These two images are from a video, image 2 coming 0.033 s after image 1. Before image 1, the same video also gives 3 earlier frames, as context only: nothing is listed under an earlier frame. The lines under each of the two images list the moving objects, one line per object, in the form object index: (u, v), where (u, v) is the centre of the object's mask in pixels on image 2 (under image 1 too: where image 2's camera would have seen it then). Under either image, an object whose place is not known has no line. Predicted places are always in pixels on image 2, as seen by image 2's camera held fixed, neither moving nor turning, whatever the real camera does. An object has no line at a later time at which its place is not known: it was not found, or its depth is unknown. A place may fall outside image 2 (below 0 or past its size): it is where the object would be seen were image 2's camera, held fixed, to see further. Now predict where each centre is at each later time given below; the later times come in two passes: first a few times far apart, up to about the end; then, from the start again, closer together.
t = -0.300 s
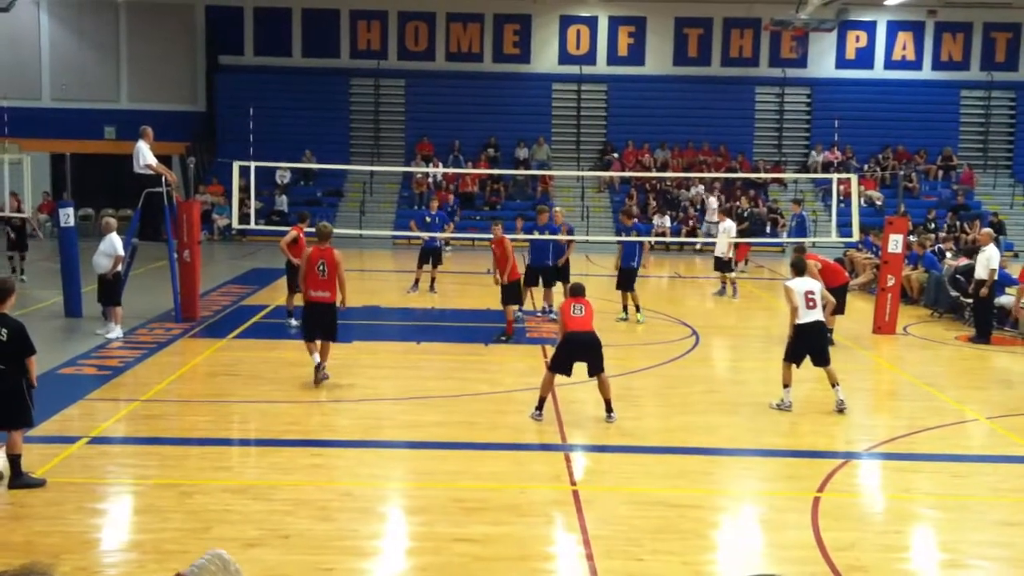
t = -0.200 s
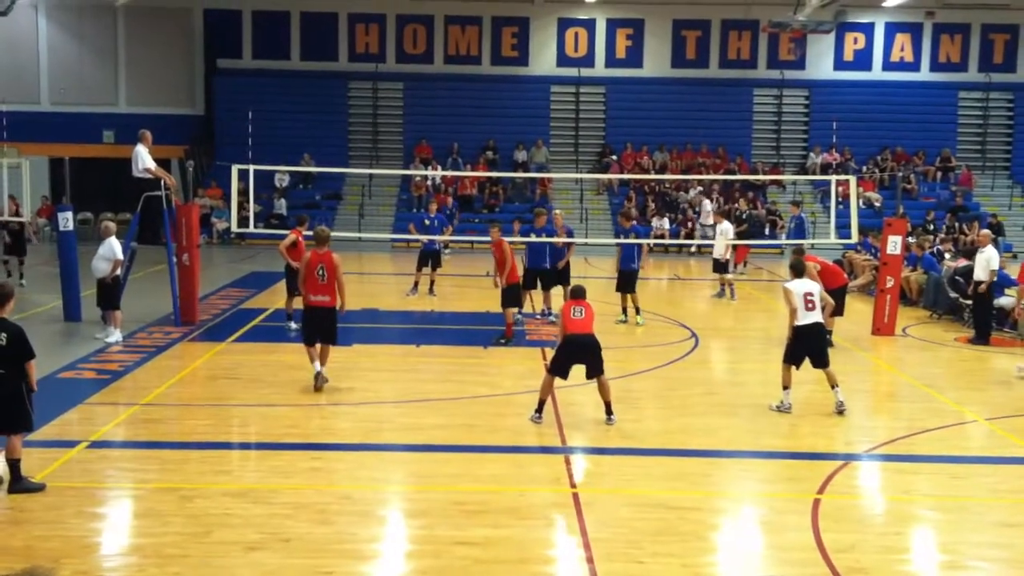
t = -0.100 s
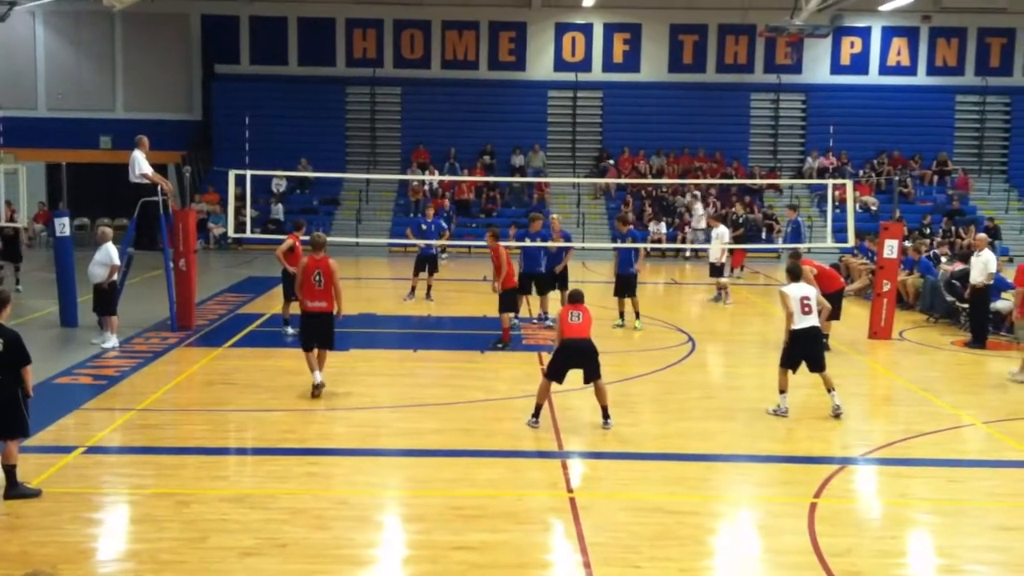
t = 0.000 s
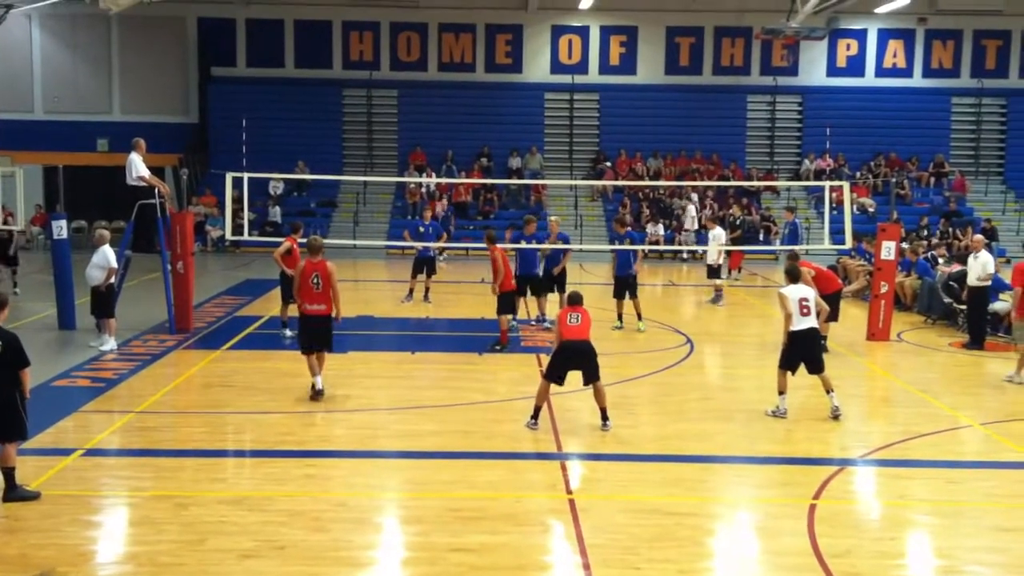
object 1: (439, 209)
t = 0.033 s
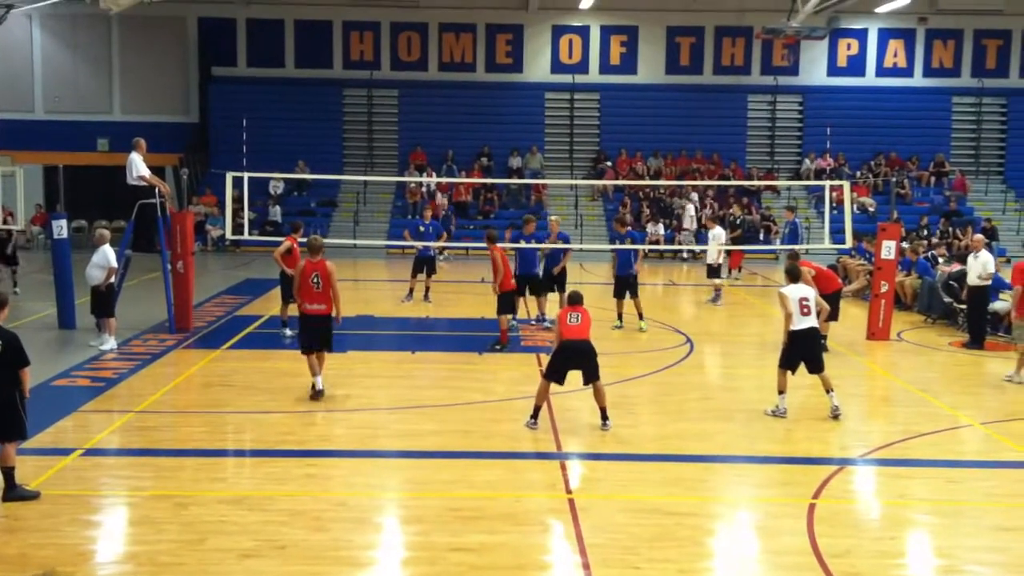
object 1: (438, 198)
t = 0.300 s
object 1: (443, 132)
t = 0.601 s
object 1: (447, 93)
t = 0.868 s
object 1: (450, 87)
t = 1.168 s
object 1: (454, 116)
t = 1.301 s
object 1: (455, 140)
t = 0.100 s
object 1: (441, 175)
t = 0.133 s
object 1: (440, 169)
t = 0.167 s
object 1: (441, 162)
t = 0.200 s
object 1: (441, 154)
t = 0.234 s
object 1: (442, 147)
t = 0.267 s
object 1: (442, 139)
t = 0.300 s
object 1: (443, 132)
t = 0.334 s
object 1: (443, 126)
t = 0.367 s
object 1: (443, 120)
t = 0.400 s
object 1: (444, 115)
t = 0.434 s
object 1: (445, 110)
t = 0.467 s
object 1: (445, 106)
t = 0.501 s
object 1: (445, 102)
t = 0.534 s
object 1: (446, 98)
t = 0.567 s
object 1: (446, 95)
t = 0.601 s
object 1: (447, 93)
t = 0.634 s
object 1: (447, 90)
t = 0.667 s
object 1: (448, 89)
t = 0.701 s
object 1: (448, 87)
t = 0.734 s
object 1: (449, 86)
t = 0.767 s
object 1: (449, 86)
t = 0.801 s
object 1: (449, 86)
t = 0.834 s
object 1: (449, 86)
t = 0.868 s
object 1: (450, 87)
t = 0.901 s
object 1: (451, 88)
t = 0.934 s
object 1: (451, 90)
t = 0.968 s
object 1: (451, 92)
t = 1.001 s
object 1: (452, 94)
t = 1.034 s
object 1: (452, 98)
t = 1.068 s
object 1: (453, 101)
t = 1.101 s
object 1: (453, 106)
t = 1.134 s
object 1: (453, 110)
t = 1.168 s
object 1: (454, 116)
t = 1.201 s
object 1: (454, 120)
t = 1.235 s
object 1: (455, 127)
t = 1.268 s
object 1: (455, 133)
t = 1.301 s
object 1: (455, 140)
